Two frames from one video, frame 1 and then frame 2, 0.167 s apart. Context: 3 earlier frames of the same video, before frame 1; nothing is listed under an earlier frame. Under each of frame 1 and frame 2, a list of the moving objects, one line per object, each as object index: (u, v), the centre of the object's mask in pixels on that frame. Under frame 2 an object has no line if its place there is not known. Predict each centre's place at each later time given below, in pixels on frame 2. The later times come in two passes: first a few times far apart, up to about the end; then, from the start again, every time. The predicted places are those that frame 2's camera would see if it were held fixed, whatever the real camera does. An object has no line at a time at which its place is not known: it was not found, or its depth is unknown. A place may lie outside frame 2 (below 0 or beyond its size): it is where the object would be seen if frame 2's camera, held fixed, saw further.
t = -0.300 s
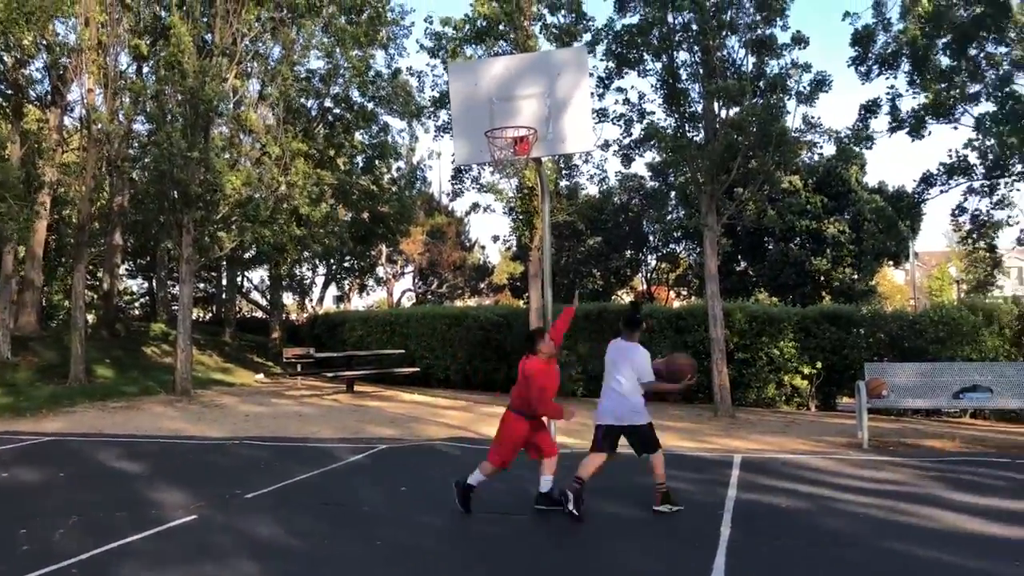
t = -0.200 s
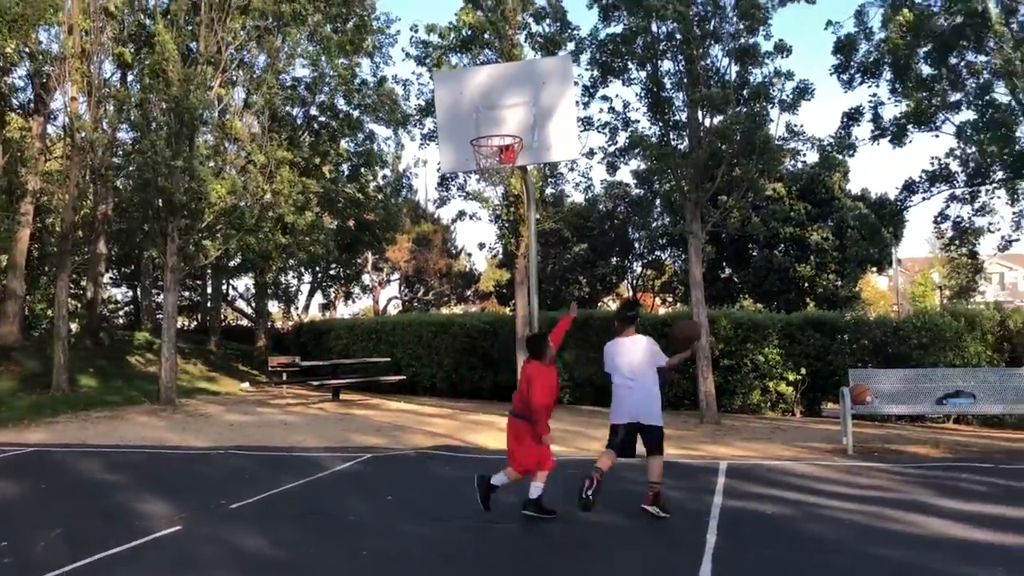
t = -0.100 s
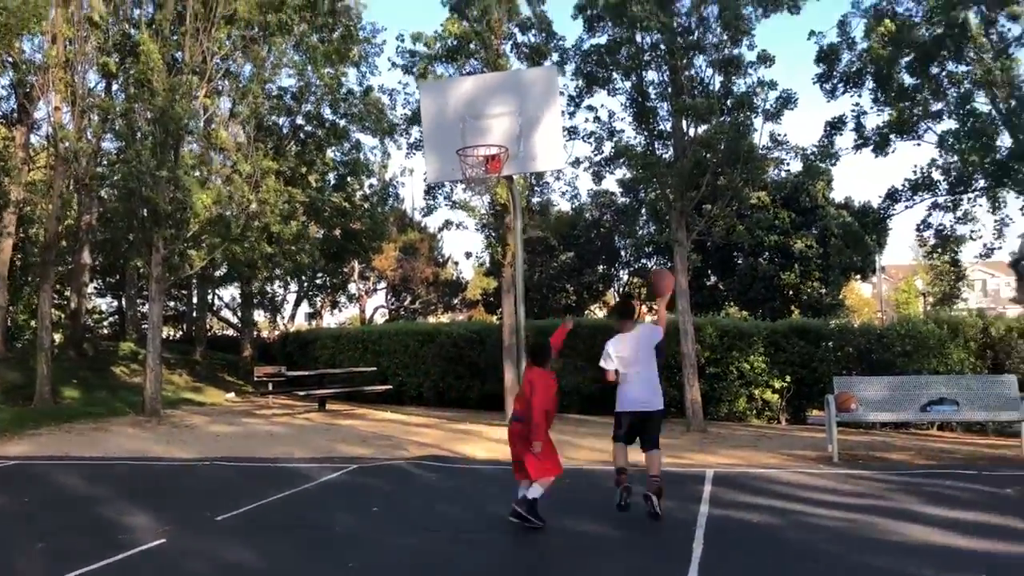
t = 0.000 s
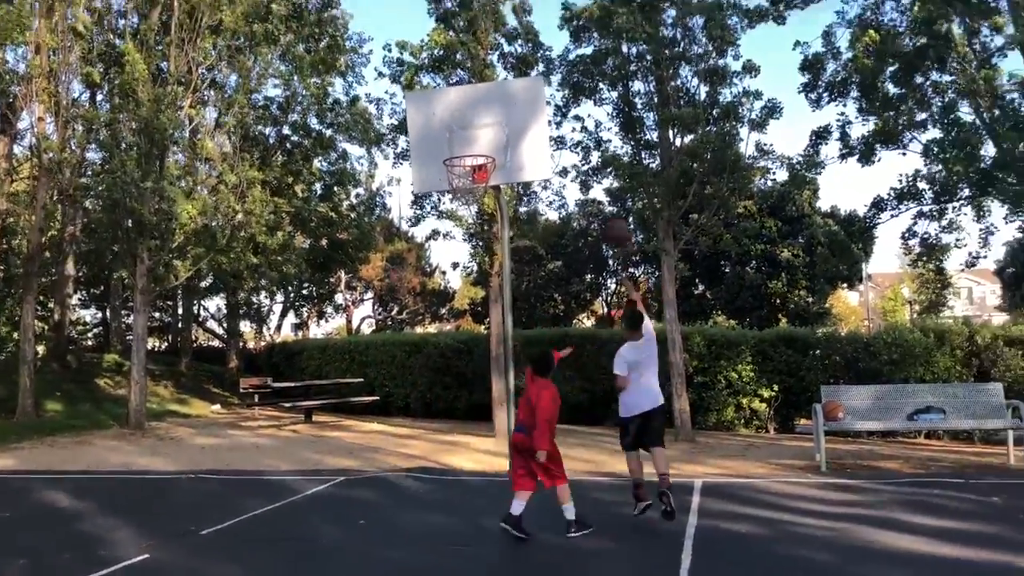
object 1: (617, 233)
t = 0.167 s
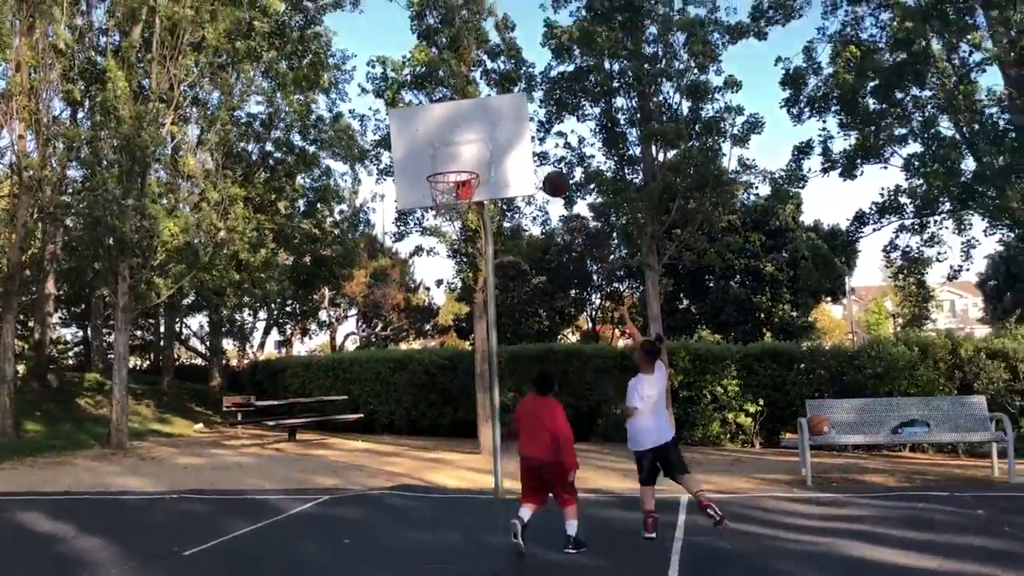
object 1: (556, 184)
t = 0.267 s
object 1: (532, 161)
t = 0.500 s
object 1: (480, 153)
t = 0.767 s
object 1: (445, 168)
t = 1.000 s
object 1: (445, 174)
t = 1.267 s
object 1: (461, 193)
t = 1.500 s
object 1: (453, 204)
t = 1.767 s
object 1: (446, 244)
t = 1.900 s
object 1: (444, 289)
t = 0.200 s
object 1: (548, 176)
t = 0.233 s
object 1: (539, 167)
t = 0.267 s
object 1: (532, 161)
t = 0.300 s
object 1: (524, 157)
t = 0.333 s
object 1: (516, 153)
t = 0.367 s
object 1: (508, 150)
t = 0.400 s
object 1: (501, 150)
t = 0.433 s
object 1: (494, 150)
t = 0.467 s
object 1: (487, 151)
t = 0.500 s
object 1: (480, 153)
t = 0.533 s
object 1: (474, 157)
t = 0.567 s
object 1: (467, 161)
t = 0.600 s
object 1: (460, 167)
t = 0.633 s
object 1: (455, 168)
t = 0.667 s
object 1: (453, 166)
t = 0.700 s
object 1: (450, 166)
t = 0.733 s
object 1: (448, 167)
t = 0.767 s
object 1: (445, 168)
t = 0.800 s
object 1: (443, 170)
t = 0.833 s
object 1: (441, 170)
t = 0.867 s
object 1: (439, 172)
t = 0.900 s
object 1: (438, 173)
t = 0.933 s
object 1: (439, 173)
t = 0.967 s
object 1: (441, 174)
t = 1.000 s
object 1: (445, 174)
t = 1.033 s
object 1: (450, 174)
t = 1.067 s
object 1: (455, 175)
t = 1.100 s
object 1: (458, 176)
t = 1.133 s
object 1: (460, 178)
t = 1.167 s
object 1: (460, 181)
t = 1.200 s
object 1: (461, 183)
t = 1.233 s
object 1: (462, 189)
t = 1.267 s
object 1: (461, 193)
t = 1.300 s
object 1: (460, 195)
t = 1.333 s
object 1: (460, 195)
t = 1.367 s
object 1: (455, 199)
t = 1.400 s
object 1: (456, 200)
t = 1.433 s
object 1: (455, 200)
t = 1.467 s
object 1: (453, 204)
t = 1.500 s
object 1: (453, 204)
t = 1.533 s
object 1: (450, 207)
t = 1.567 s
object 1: (449, 209)
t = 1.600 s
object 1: (449, 213)
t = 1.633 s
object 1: (449, 216)
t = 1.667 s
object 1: (449, 218)
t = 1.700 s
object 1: (446, 228)
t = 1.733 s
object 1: (446, 235)
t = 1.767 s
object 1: (446, 244)
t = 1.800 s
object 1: (445, 253)
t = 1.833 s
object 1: (444, 264)
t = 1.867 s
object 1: (444, 276)
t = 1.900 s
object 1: (444, 289)
